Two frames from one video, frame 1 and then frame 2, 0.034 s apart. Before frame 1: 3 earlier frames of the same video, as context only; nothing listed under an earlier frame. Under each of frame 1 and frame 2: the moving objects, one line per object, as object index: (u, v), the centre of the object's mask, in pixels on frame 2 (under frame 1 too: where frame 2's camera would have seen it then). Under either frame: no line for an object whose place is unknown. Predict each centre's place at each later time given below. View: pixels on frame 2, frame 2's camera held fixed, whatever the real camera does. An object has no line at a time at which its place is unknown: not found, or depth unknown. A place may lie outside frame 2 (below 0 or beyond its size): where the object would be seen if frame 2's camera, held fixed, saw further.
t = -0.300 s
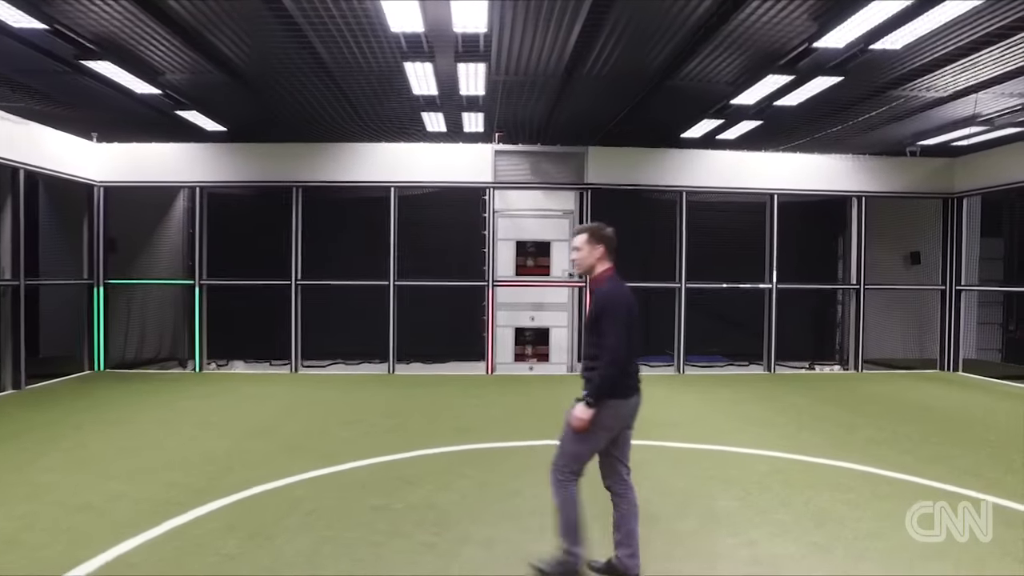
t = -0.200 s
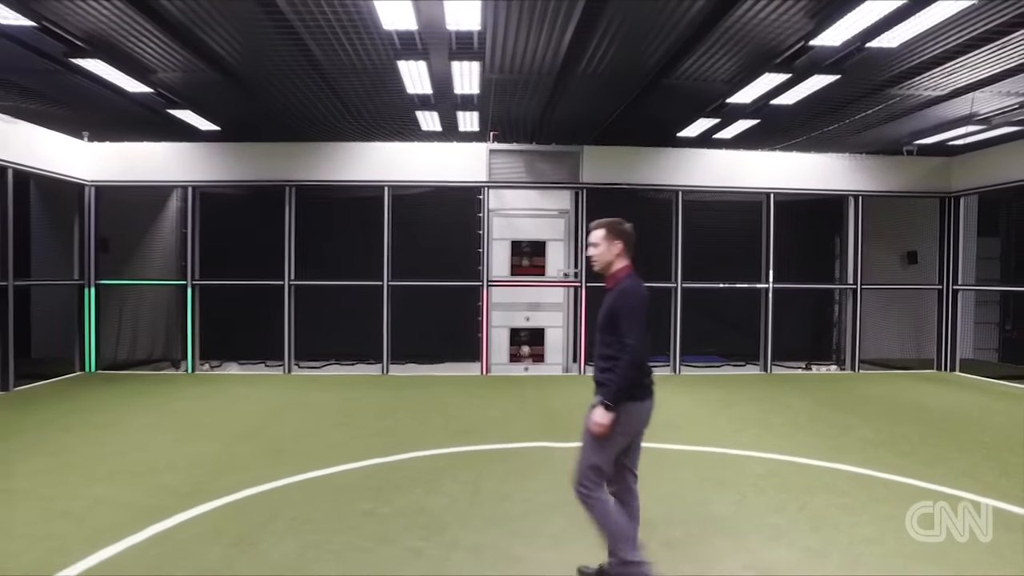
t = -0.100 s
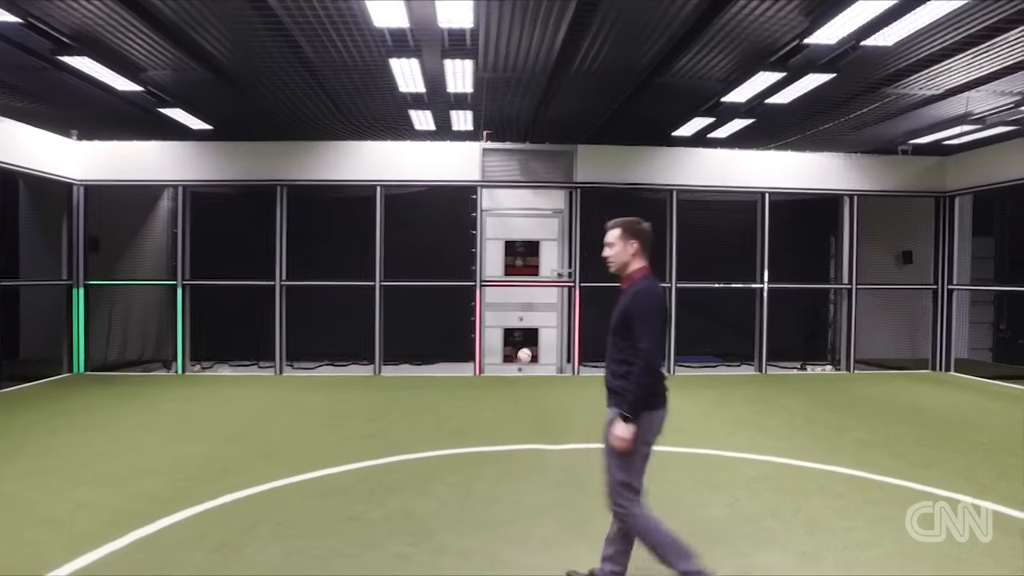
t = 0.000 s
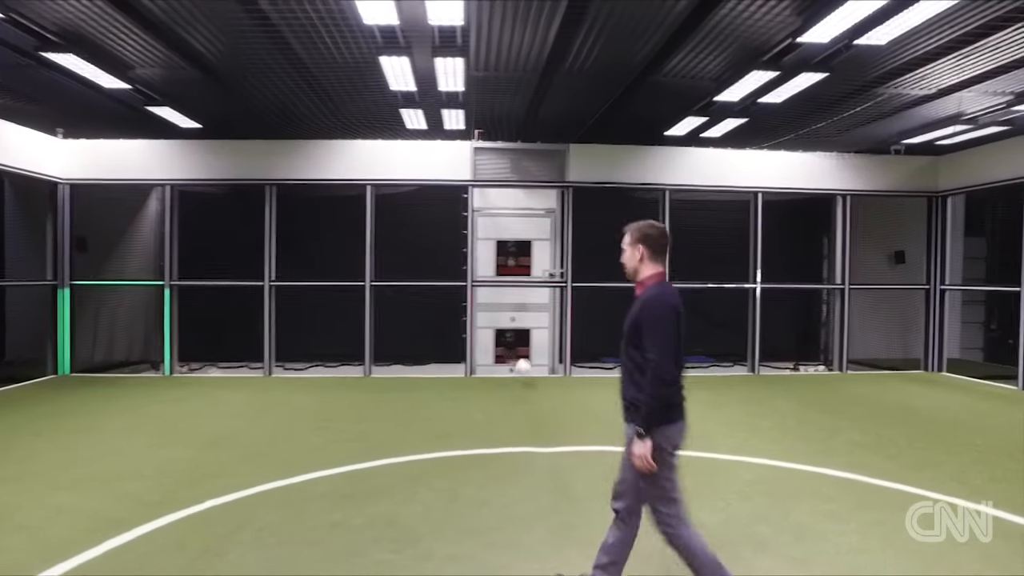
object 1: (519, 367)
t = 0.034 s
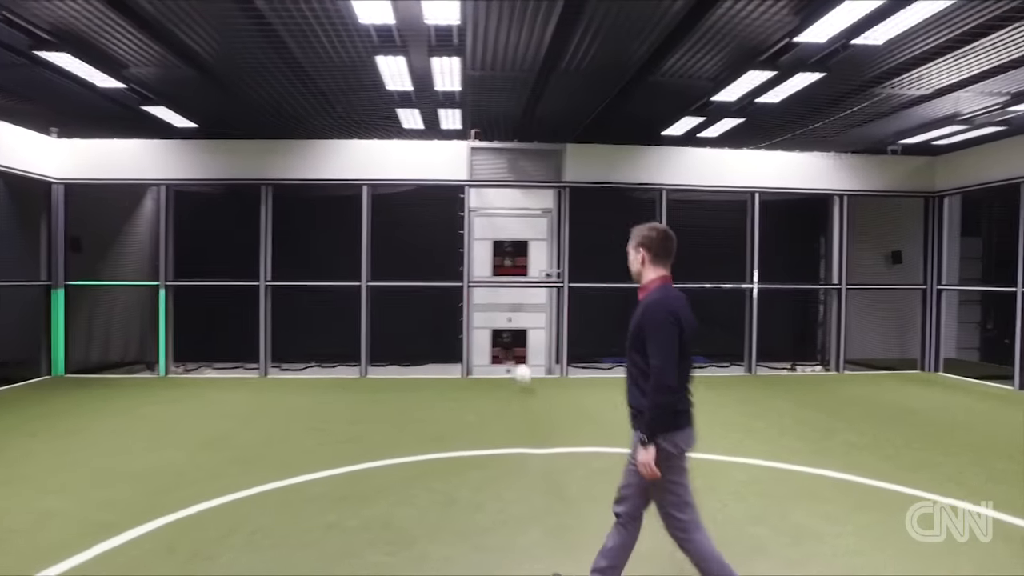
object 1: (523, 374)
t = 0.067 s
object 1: (526, 382)
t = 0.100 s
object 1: (530, 391)
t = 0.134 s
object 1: (534, 401)
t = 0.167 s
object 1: (537, 406)
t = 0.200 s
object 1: (540, 409)
